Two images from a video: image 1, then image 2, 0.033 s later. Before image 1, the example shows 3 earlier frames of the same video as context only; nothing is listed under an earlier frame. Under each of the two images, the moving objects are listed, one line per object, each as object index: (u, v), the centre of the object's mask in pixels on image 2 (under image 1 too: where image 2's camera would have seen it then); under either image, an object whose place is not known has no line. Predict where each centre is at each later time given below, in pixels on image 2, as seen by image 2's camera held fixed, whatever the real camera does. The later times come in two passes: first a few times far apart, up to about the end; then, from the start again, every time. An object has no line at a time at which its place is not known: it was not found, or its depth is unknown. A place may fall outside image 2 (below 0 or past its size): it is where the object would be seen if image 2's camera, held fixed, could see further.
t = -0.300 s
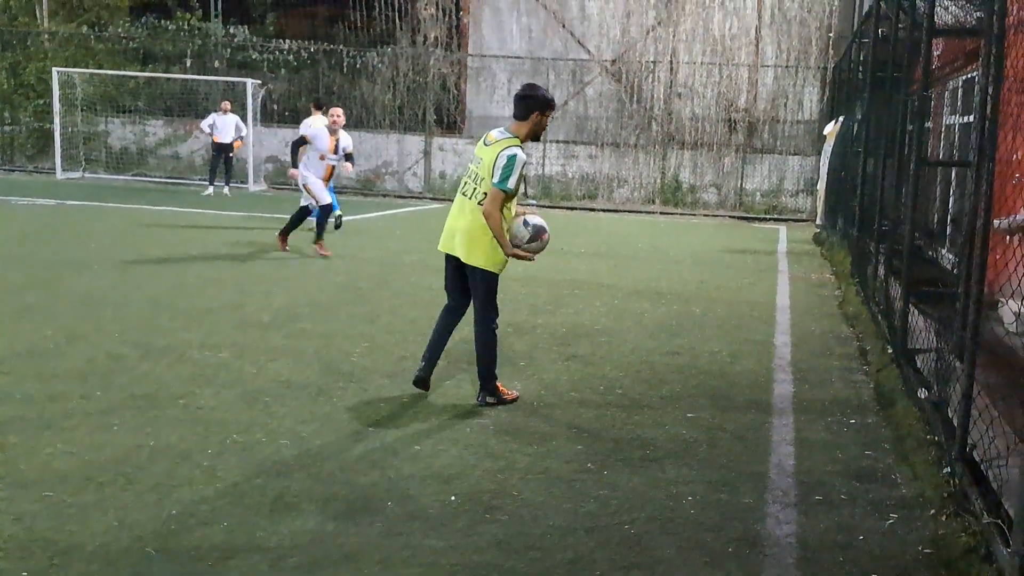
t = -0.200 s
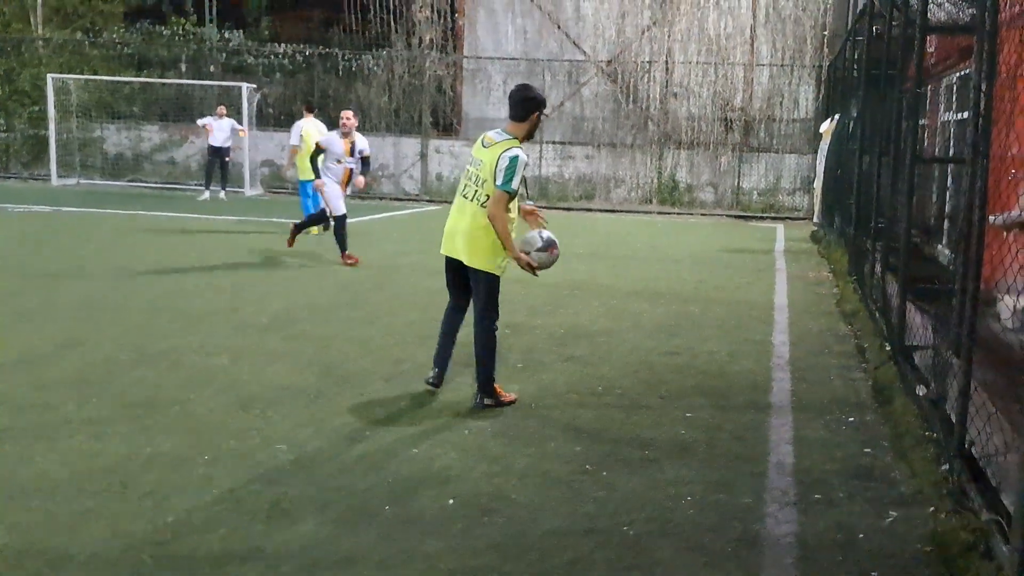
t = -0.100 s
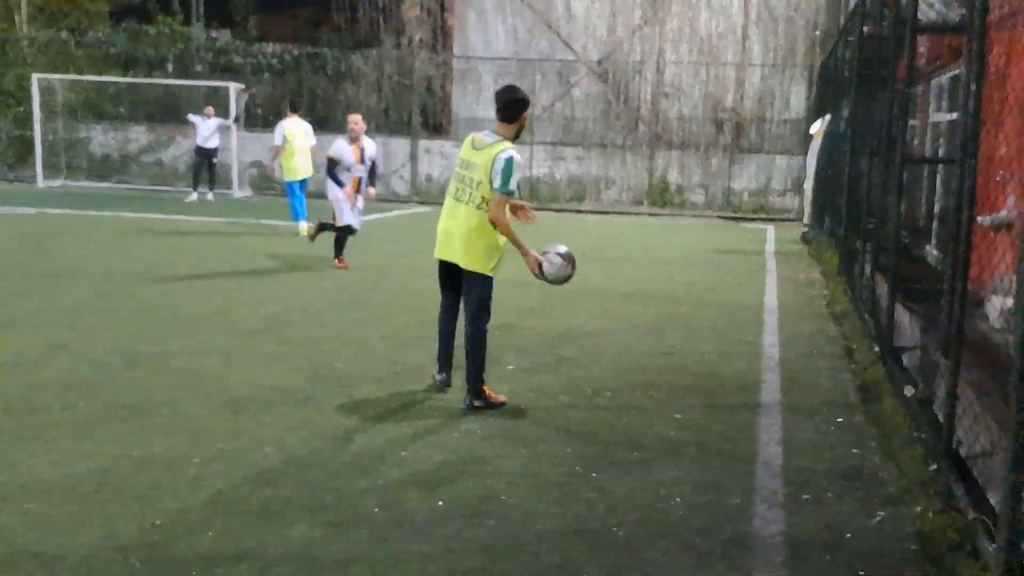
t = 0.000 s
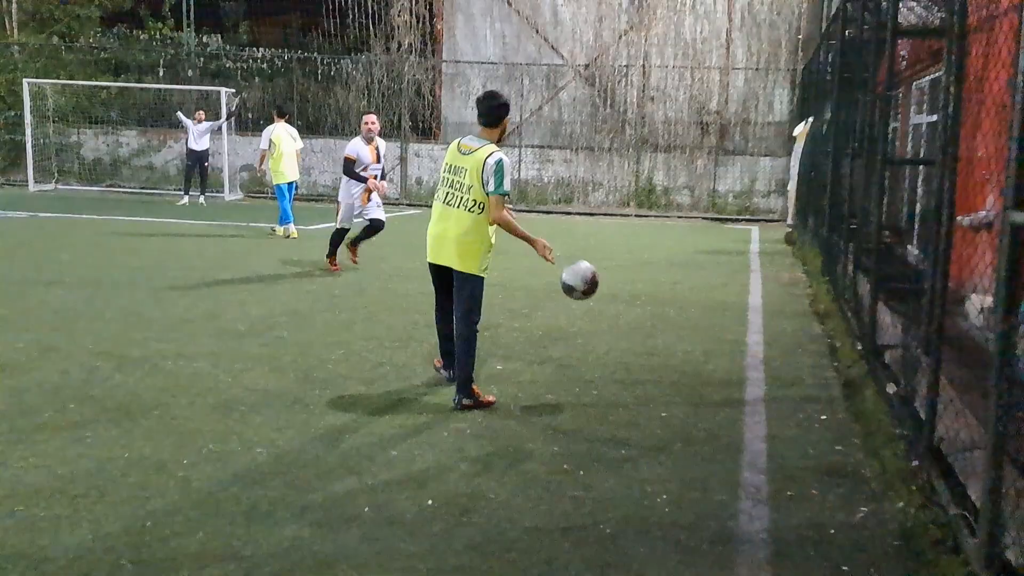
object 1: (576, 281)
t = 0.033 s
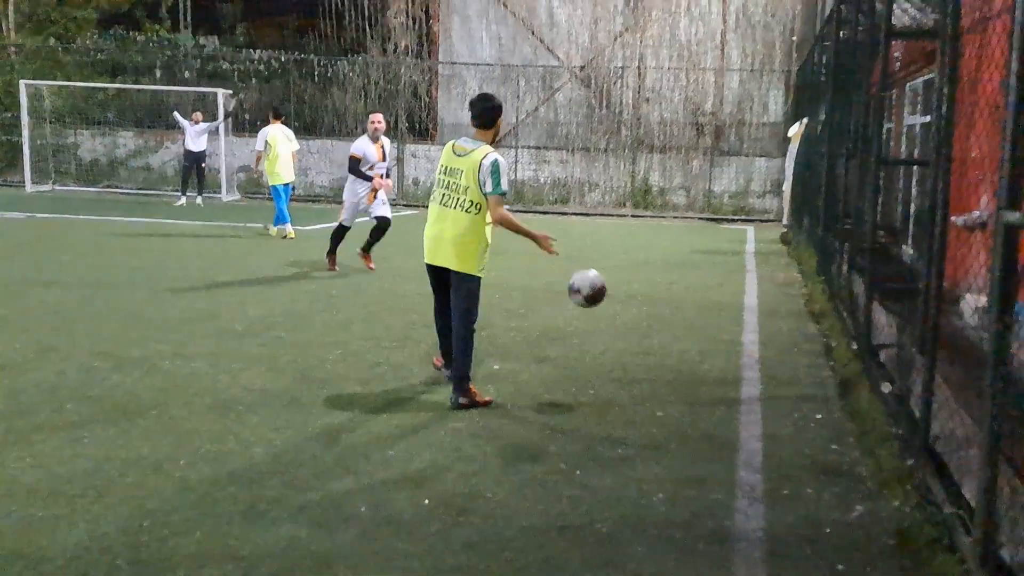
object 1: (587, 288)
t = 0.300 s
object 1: (674, 363)
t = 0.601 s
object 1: (758, 318)
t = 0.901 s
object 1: (834, 360)
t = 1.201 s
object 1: (797, 370)
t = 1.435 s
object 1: (777, 359)
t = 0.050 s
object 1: (593, 293)
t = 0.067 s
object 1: (600, 298)
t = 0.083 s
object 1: (604, 304)
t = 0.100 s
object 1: (610, 311)
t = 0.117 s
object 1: (616, 317)
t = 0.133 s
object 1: (621, 323)
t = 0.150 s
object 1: (627, 331)
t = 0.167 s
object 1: (633, 339)
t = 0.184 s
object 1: (638, 348)
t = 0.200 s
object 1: (643, 357)
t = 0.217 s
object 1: (648, 366)
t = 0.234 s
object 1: (654, 377)
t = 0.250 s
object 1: (659, 384)
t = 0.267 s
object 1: (663, 377)
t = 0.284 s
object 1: (669, 370)
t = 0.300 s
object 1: (674, 363)
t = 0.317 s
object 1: (679, 357)
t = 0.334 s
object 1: (684, 351)
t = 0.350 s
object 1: (688, 345)
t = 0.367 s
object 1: (693, 341)
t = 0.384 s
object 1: (697, 336)
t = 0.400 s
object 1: (703, 331)
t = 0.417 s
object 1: (707, 328)
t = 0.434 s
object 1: (712, 324)
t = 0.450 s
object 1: (717, 322)
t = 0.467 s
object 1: (722, 320)
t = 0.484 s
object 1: (727, 317)
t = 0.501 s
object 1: (731, 316)
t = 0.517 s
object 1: (735, 315)
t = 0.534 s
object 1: (740, 315)
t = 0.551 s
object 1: (745, 315)
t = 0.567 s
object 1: (749, 315)
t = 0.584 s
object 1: (753, 316)
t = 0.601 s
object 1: (758, 318)
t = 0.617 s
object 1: (763, 320)
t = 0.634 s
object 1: (766, 322)
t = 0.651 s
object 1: (771, 325)
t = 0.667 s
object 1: (775, 328)
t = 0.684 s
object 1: (779, 331)
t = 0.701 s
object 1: (784, 336)
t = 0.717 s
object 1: (788, 340)
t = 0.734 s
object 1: (791, 345)
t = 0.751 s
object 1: (795, 351)
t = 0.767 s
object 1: (799, 356)
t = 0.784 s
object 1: (802, 362)
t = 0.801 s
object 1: (807, 369)
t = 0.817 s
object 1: (811, 376)
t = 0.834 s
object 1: (815, 378)
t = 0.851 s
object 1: (820, 372)
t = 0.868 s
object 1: (824, 368)
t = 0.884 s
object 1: (829, 364)
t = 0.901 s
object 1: (834, 360)
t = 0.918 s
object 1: (840, 356)
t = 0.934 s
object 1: (842, 354)
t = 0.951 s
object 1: (843, 351)
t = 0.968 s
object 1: (844, 350)
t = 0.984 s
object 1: (844, 348)
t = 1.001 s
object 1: (841, 348)
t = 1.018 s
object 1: (839, 347)
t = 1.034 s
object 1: (835, 347)
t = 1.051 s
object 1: (832, 347)
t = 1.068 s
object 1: (828, 348)
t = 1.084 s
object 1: (825, 349)
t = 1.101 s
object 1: (821, 350)
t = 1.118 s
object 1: (818, 352)
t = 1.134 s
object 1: (815, 355)
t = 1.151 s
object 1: (811, 358)
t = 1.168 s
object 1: (807, 361)
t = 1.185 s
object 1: (803, 366)
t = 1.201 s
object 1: (797, 370)
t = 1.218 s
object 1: (796, 367)
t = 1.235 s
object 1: (794, 363)
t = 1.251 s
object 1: (793, 361)
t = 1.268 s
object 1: (792, 358)
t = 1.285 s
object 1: (790, 356)
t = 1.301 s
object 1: (789, 355)
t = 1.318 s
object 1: (787, 354)
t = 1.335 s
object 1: (786, 353)
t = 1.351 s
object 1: (784, 353)
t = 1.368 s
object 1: (783, 354)
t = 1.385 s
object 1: (781, 354)
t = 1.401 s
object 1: (780, 356)
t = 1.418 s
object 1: (779, 357)
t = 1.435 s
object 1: (777, 359)
